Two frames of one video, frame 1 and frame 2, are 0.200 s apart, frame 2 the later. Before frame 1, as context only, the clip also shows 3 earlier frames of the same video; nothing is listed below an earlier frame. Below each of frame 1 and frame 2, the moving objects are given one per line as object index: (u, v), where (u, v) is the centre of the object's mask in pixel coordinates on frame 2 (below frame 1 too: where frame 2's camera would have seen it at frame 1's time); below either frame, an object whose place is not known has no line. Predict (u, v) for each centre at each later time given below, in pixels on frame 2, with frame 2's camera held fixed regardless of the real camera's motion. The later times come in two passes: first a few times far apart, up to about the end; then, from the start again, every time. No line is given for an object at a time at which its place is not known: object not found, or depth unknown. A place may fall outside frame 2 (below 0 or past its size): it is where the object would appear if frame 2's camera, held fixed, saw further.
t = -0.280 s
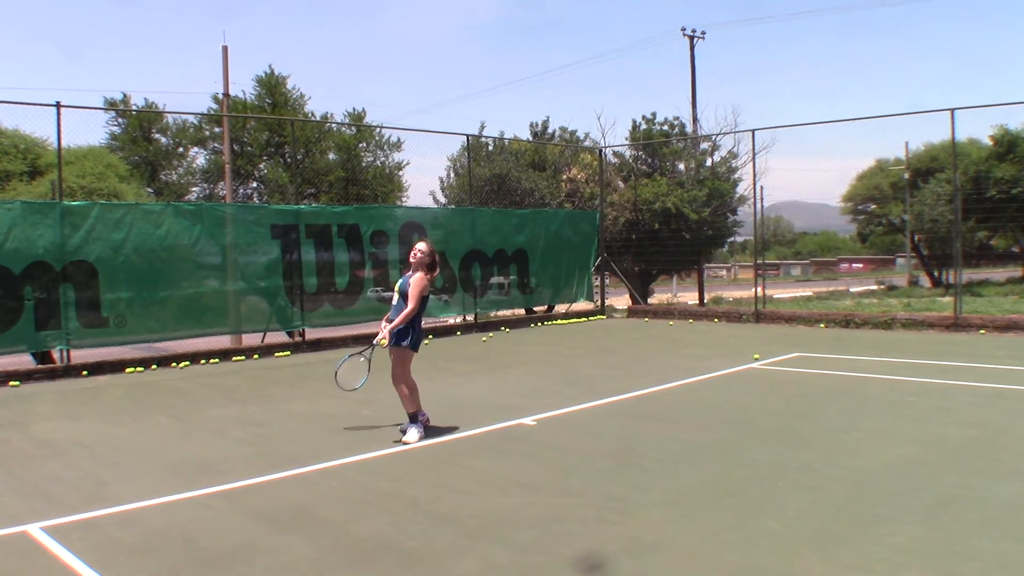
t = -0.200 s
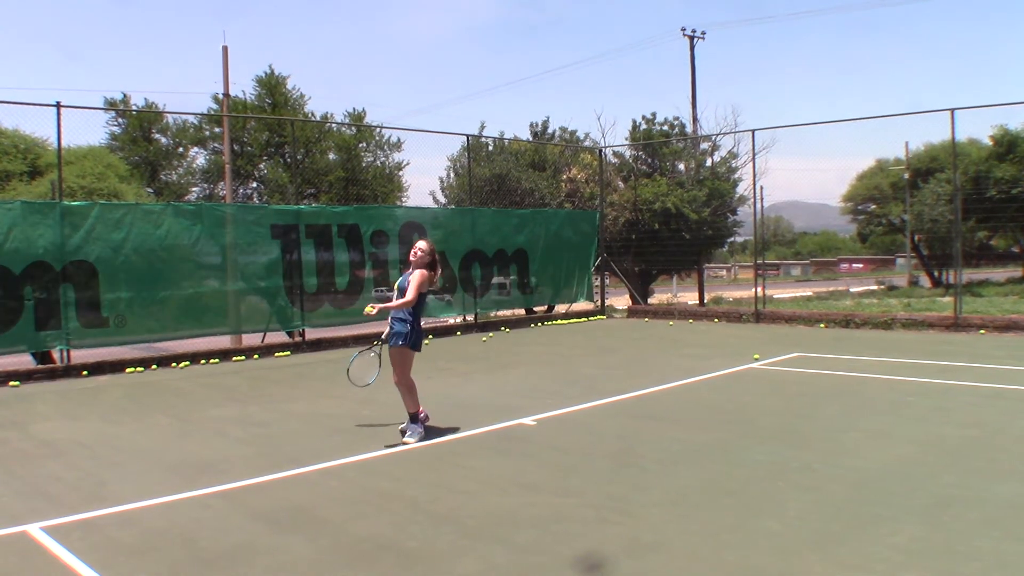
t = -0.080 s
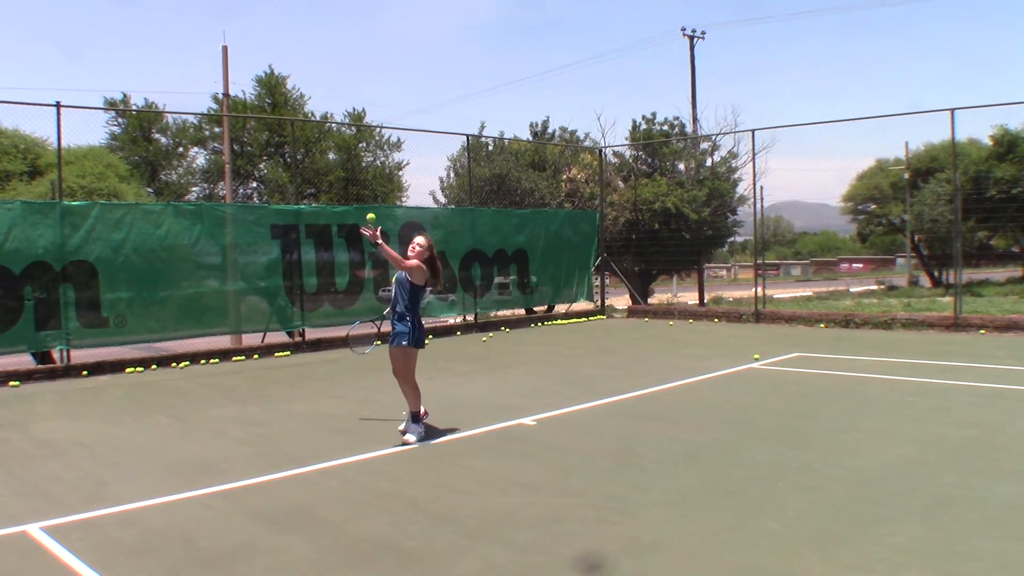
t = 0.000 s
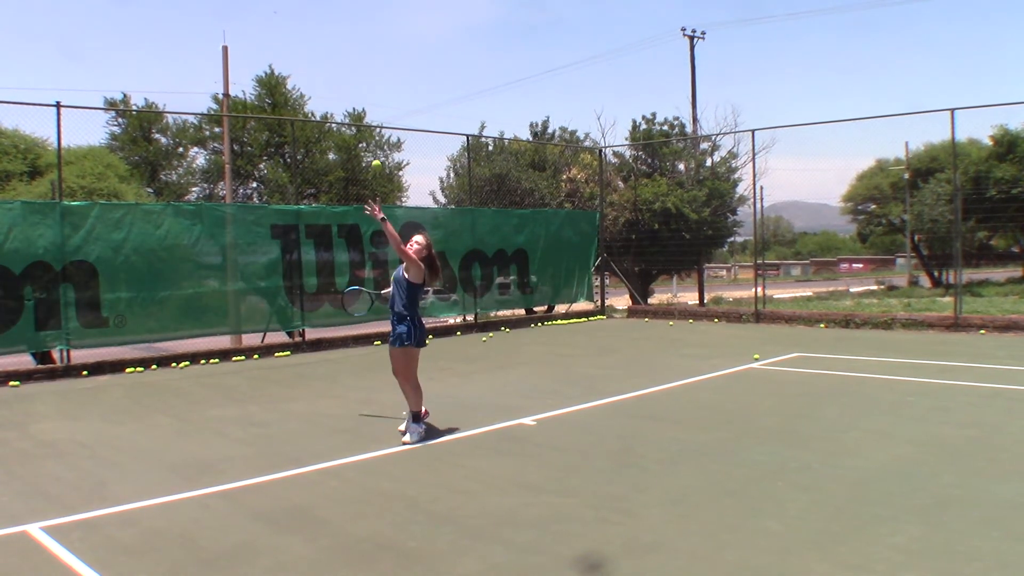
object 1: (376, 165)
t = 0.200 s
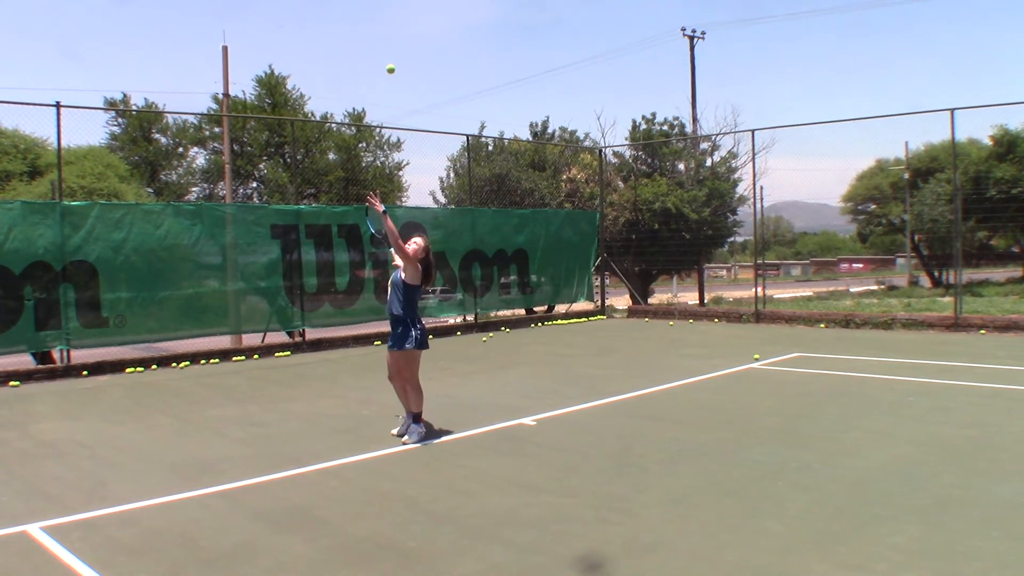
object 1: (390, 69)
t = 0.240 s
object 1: (393, 56)
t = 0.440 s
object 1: (408, 23)
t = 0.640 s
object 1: (425, 42)
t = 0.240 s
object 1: (393, 56)
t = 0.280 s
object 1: (396, 45)
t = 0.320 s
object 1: (400, 37)
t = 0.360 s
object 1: (403, 30)
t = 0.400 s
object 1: (405, 26)
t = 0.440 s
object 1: (408, 23)
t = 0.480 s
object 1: (412, 23)
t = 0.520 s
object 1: (415, 25)
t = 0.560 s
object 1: (418, 28)
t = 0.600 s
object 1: (422, 34)
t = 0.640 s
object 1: (425, 42)
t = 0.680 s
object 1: (428, 52)
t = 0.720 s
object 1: (431, 63)
